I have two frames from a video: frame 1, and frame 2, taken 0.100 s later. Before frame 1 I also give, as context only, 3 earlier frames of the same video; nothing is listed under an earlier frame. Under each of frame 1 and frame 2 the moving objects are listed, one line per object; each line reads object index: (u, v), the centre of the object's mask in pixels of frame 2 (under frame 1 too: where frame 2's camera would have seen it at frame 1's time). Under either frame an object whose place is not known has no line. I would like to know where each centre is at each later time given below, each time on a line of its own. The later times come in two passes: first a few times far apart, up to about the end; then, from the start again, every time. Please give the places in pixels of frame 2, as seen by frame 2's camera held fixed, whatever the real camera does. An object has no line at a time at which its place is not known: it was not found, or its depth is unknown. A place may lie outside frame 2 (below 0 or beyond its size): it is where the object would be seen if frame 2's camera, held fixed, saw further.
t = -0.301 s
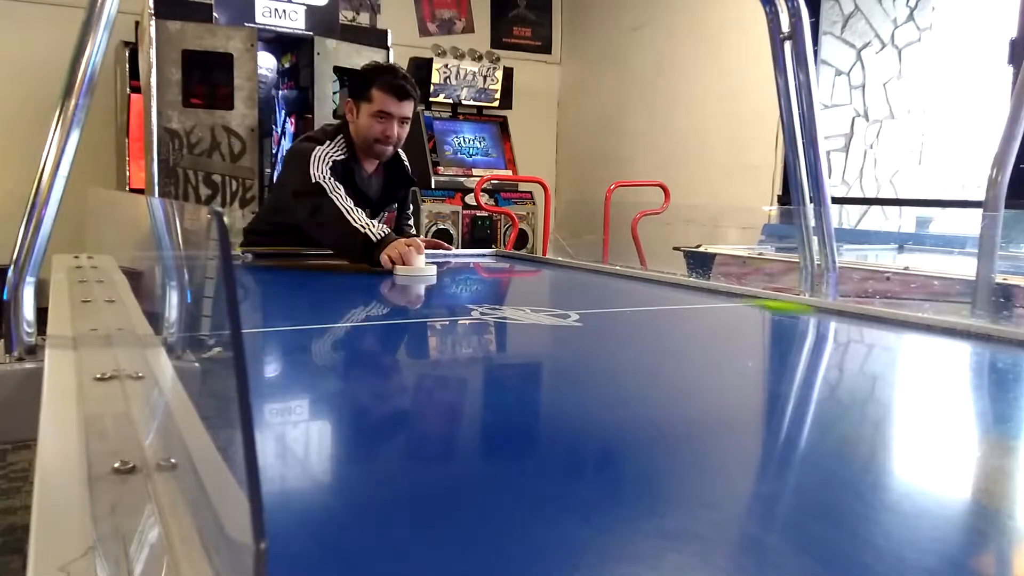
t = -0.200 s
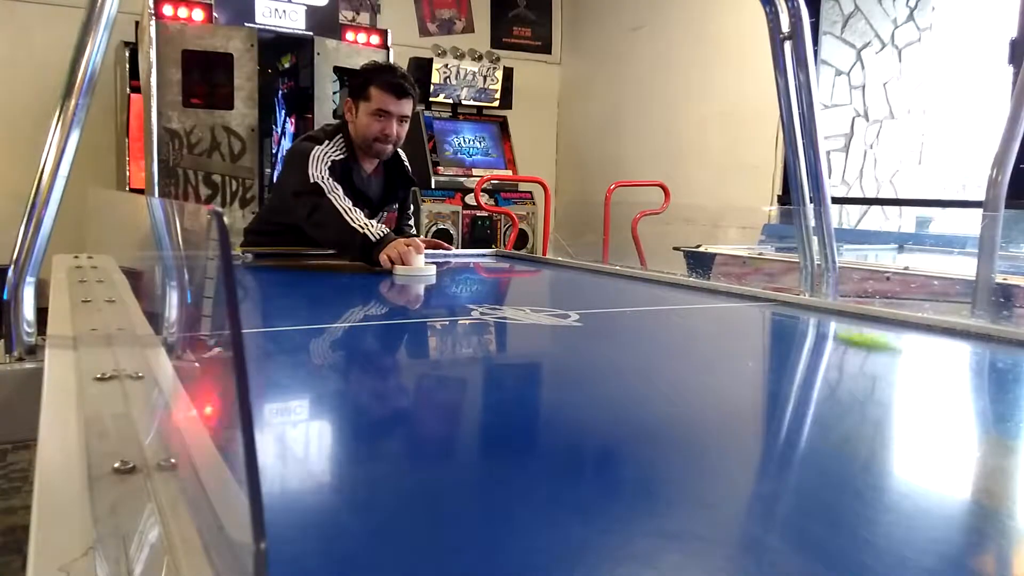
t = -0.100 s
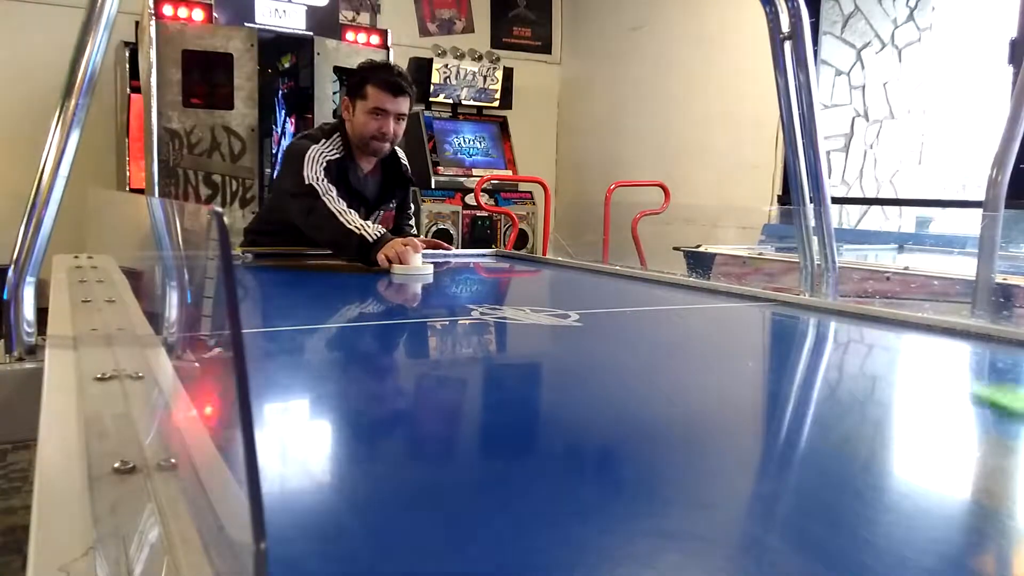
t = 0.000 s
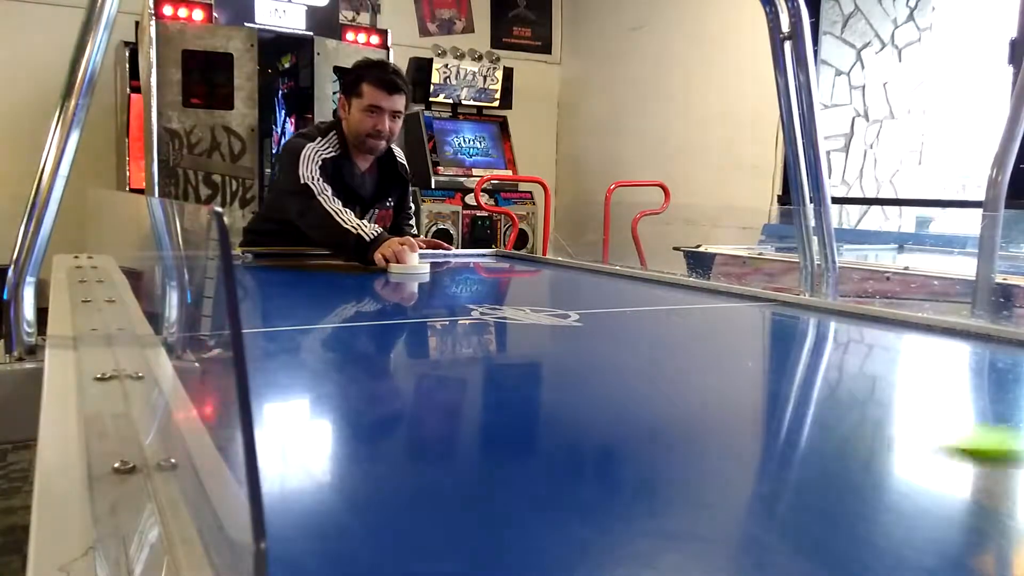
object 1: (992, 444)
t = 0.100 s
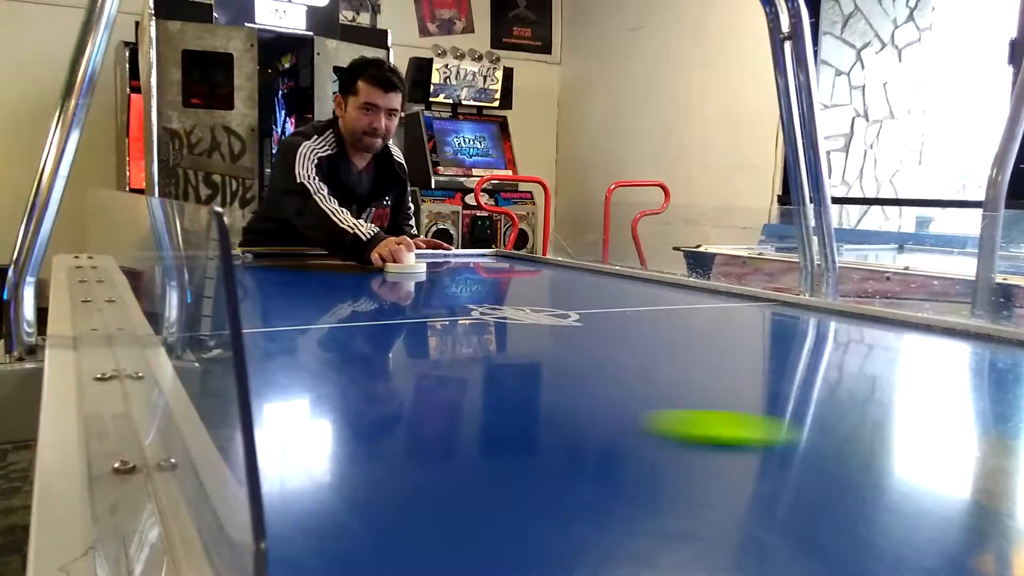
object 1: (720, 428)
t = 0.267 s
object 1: (367, 412)
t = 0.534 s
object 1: (376, 367)
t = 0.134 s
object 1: (642, 424)
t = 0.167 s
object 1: (567, 421)
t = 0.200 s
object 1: (494, 418)
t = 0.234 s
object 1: (424, 415)
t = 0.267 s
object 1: (367, 412)
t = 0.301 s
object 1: (302, 409)
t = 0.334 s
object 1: (221, 408)
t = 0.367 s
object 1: (237, 400)
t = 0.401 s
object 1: (267, 392)
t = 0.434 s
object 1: (302, 384)
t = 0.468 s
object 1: (330, 378)
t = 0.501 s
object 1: (354, 372)
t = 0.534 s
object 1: (376, 367)
